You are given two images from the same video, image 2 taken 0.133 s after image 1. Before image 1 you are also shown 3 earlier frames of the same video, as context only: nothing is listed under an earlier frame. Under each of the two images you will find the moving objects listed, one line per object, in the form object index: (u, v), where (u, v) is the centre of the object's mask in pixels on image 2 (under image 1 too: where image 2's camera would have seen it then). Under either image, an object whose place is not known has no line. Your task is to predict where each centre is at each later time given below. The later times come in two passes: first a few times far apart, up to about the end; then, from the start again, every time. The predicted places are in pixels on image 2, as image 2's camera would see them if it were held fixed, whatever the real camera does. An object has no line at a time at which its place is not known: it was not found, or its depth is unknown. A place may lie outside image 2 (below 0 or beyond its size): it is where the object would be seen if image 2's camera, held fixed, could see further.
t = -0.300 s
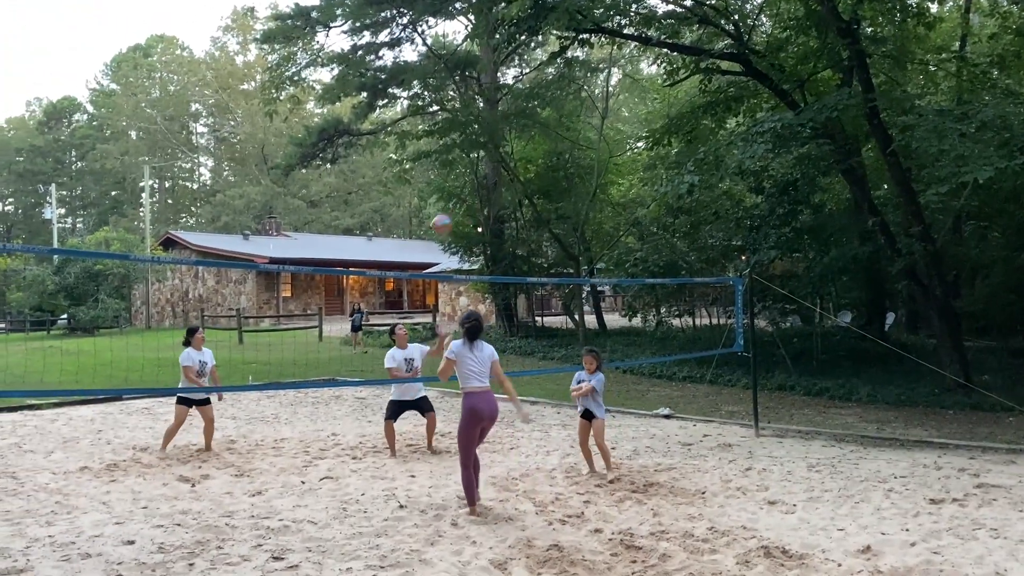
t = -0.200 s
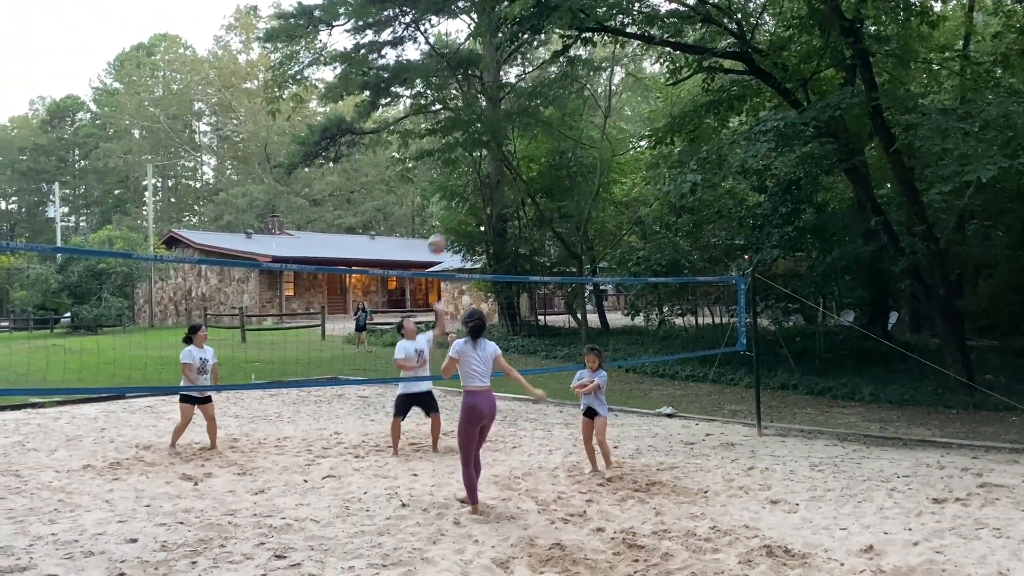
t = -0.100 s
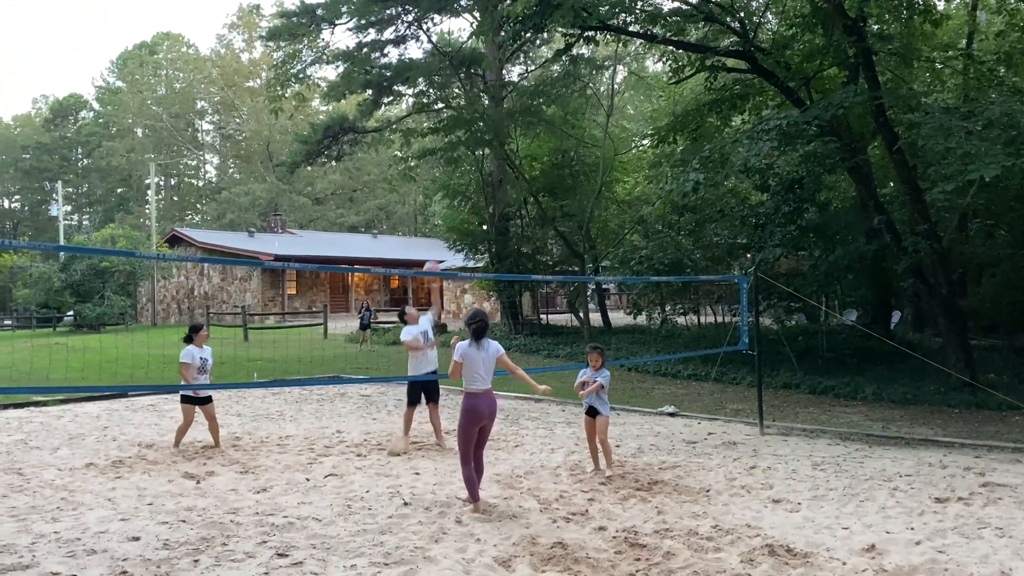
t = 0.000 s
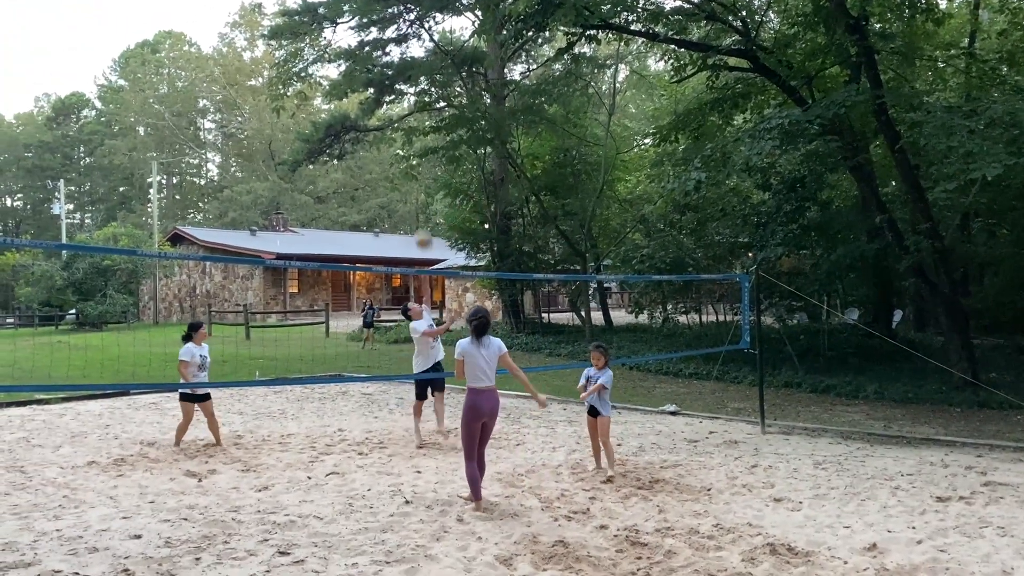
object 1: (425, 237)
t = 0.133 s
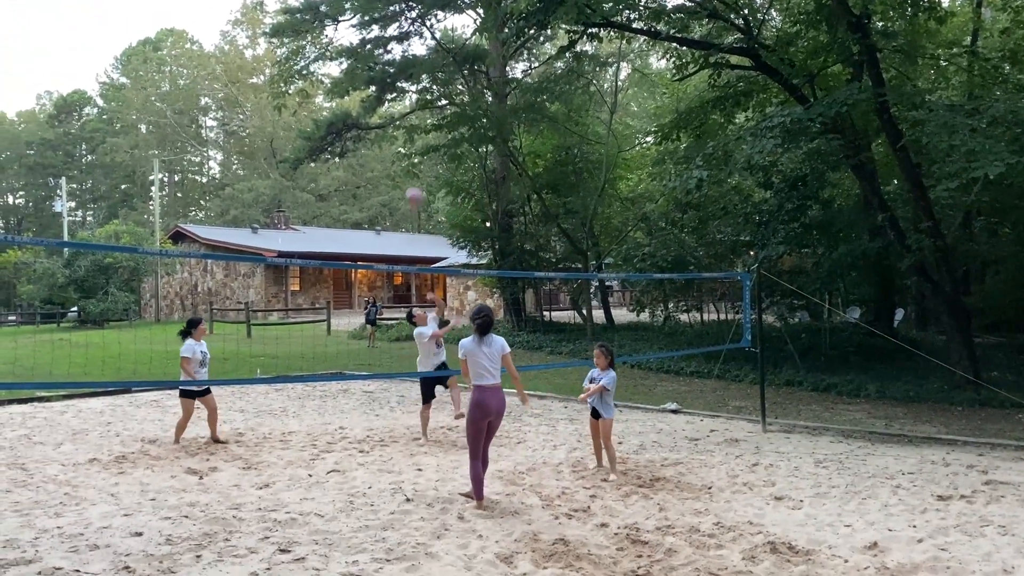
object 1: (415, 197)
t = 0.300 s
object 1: (403, 167)
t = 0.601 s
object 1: (386, 169)
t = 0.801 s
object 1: (376, 205)
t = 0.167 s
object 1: (412, 189)
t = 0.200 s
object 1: (410, 180)
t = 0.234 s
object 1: (408, 176)
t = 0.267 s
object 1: (406, 172)
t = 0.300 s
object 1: (403, 167)
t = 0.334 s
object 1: (401, 164)
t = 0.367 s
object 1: (400, 162)
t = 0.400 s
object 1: (399, 160)
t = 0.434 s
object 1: (396, 160)
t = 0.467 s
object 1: (394, 160)
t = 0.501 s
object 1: (392, 161)
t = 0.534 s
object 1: (390, 163)
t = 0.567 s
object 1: (388, 165)
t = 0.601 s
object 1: (386, 169)
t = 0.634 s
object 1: (385, 174)
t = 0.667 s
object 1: (382, 178)
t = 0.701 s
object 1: (380, 184)
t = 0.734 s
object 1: (379, 191)
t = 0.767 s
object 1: (376, 199)
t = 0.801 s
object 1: (376, 205)
